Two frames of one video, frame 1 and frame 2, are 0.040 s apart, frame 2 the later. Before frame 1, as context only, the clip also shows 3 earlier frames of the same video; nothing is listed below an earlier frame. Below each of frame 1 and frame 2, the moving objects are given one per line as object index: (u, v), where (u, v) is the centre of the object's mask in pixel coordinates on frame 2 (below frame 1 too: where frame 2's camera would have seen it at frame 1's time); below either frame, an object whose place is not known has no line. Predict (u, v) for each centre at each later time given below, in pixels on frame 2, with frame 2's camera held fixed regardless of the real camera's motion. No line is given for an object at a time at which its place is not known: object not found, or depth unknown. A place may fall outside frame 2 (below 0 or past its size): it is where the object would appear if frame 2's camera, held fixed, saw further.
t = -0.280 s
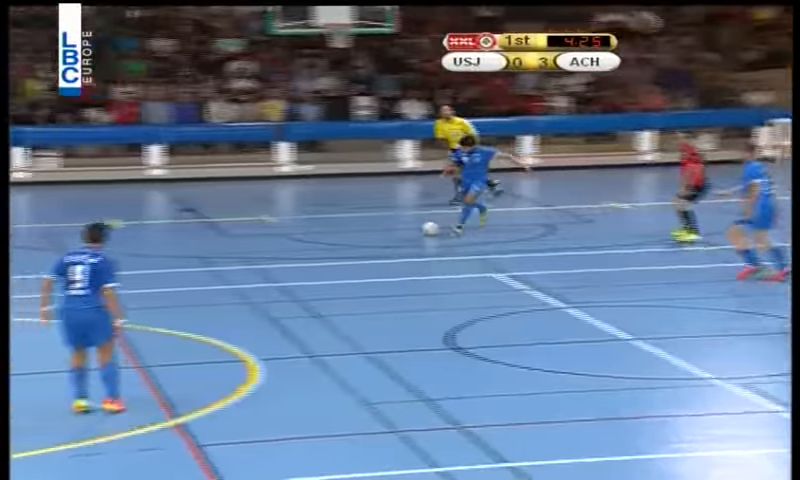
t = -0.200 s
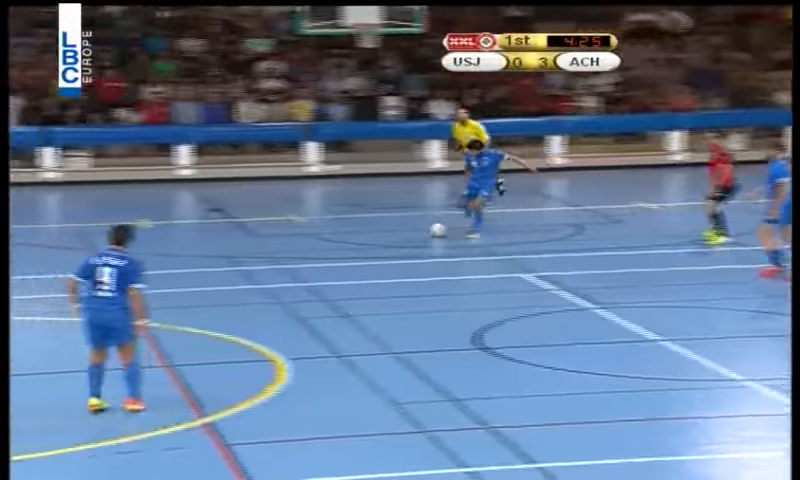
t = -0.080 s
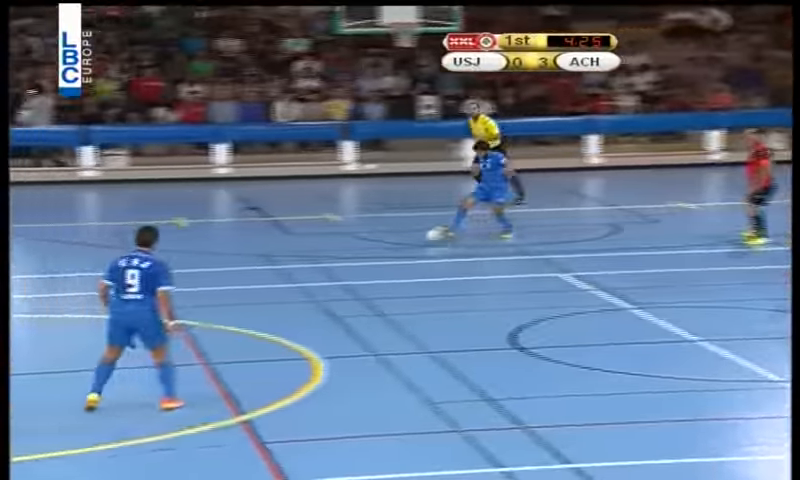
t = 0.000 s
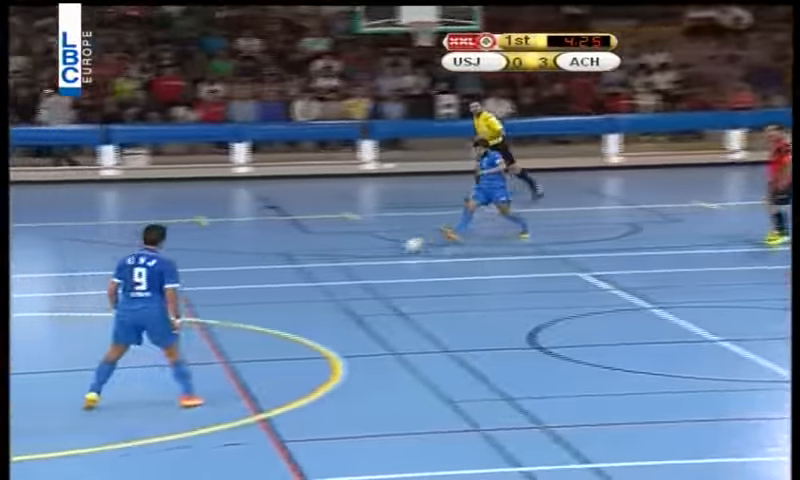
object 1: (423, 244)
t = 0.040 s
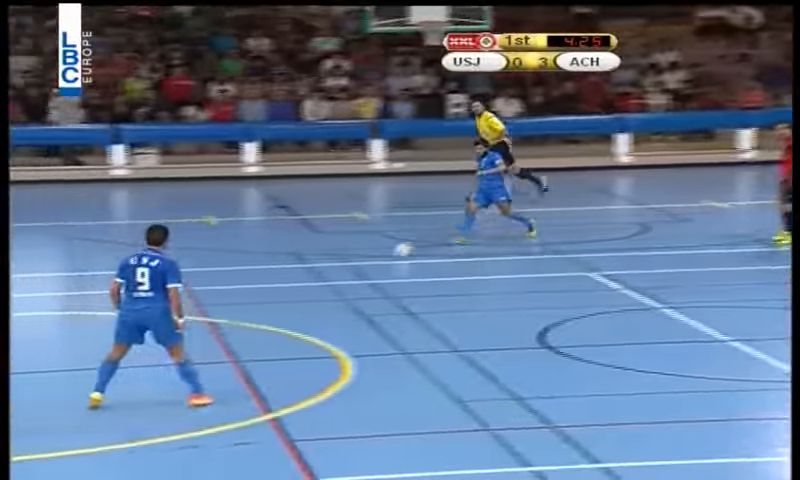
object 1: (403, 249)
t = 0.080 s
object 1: (382, 256)
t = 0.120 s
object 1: (362, 260)
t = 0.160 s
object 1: (342, 265)
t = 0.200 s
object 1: (320, 271)
